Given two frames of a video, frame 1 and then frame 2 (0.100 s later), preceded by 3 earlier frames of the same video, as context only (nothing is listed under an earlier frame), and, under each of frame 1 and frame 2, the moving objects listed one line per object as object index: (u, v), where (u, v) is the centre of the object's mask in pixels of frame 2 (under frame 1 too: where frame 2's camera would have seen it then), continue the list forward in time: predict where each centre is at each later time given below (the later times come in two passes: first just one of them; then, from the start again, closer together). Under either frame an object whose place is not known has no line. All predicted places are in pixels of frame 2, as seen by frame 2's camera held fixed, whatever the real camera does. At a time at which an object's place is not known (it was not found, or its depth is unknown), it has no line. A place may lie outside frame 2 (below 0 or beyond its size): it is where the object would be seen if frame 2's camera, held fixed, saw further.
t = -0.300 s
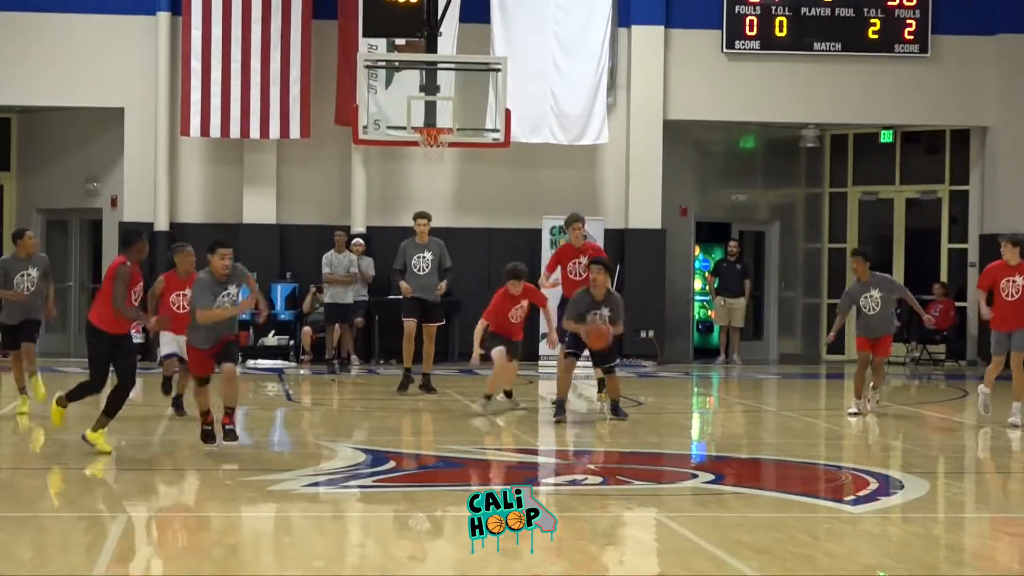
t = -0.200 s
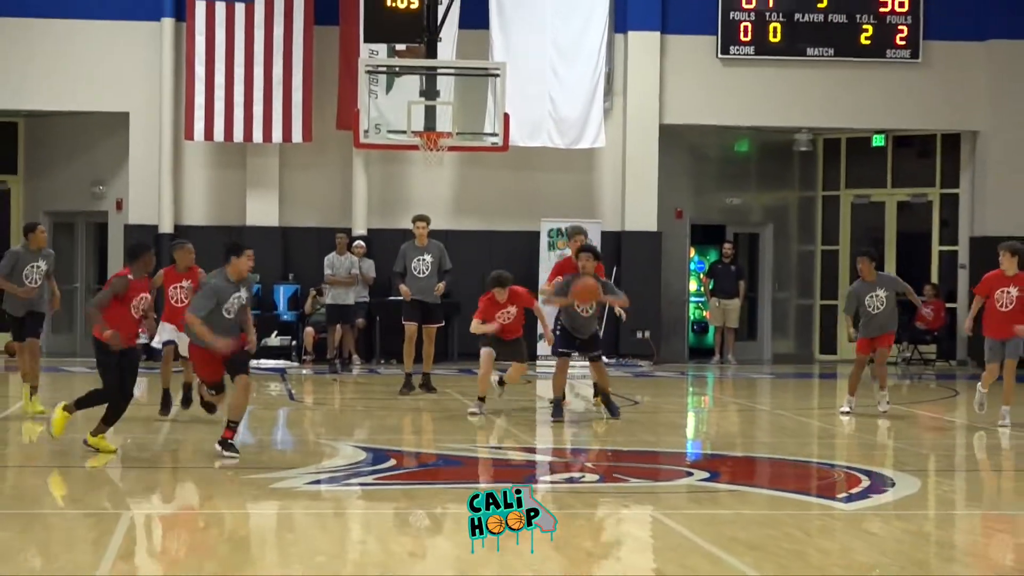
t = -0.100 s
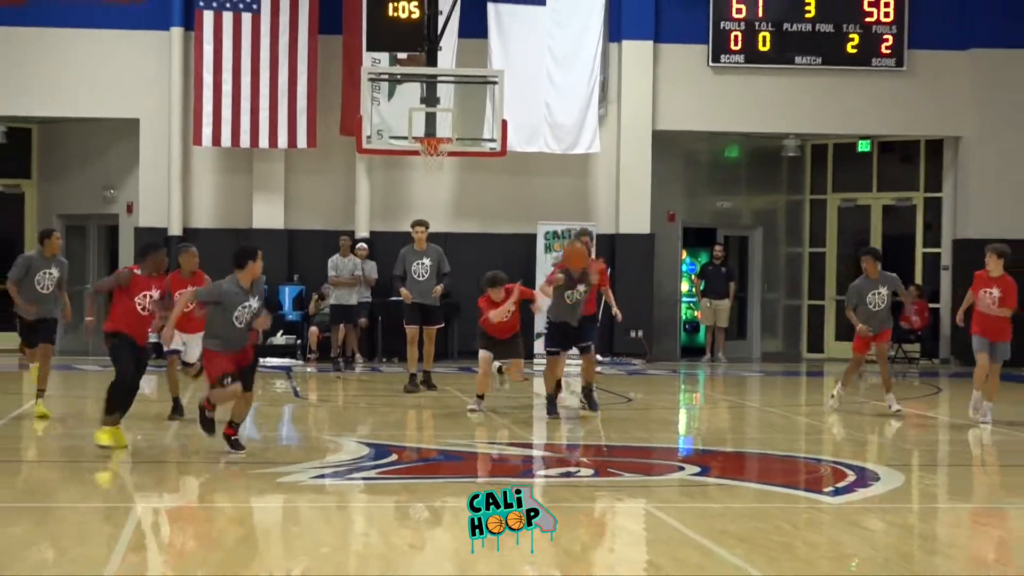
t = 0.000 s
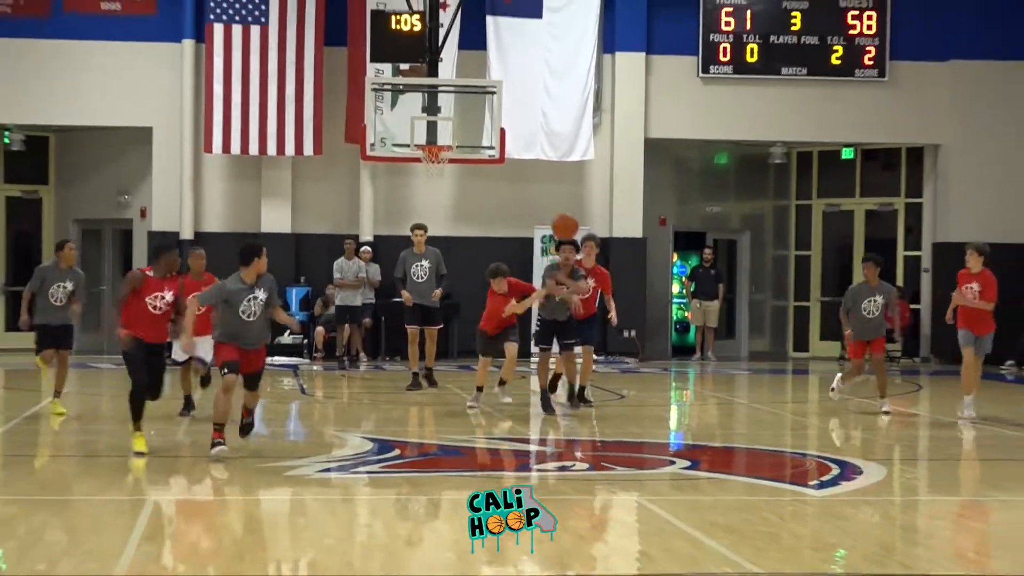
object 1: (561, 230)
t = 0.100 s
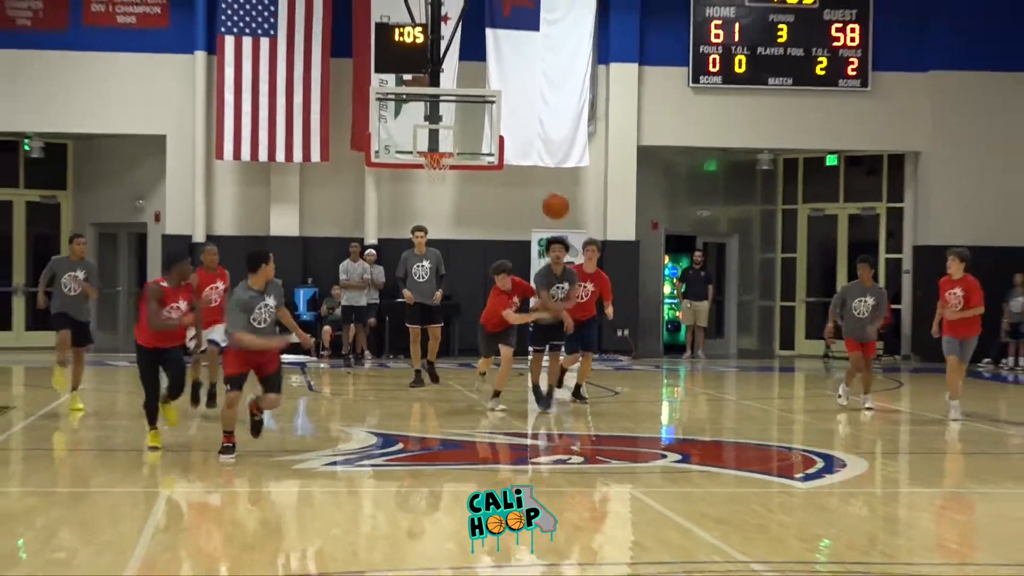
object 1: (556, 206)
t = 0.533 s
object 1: (520, 213)
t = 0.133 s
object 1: (553, 204)
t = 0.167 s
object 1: (550, 201)
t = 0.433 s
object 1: (528, 194)
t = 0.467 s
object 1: (525, 198)
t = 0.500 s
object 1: (522, 206)
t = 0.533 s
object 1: (520, 213)
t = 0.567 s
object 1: (517, 222)
